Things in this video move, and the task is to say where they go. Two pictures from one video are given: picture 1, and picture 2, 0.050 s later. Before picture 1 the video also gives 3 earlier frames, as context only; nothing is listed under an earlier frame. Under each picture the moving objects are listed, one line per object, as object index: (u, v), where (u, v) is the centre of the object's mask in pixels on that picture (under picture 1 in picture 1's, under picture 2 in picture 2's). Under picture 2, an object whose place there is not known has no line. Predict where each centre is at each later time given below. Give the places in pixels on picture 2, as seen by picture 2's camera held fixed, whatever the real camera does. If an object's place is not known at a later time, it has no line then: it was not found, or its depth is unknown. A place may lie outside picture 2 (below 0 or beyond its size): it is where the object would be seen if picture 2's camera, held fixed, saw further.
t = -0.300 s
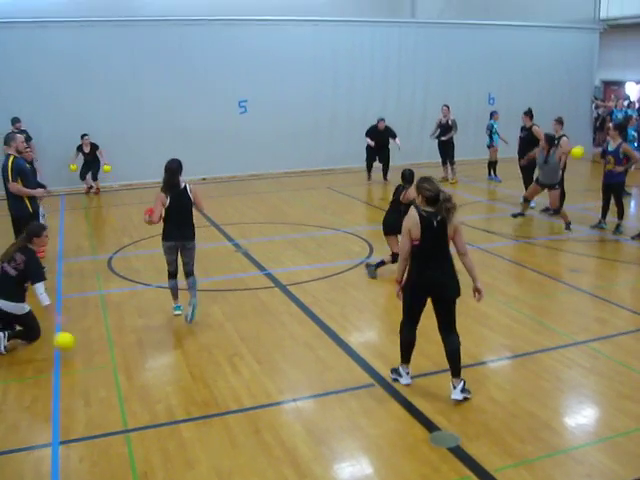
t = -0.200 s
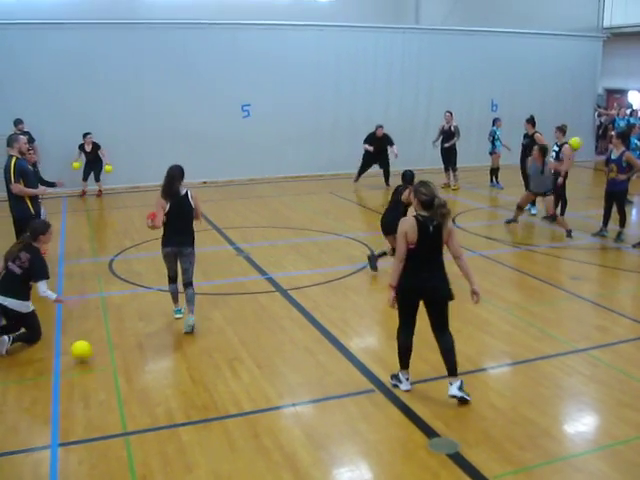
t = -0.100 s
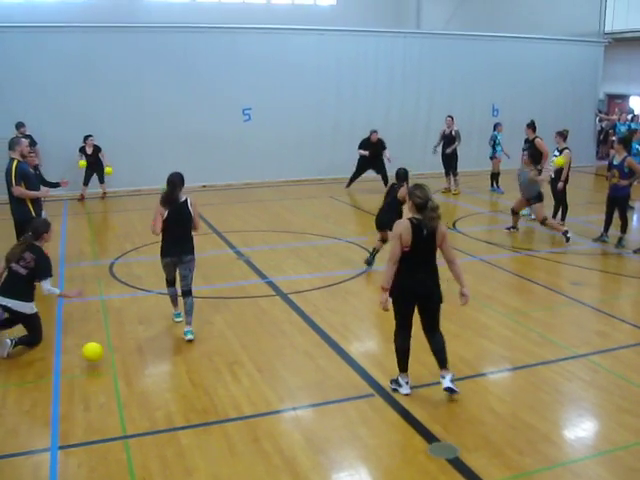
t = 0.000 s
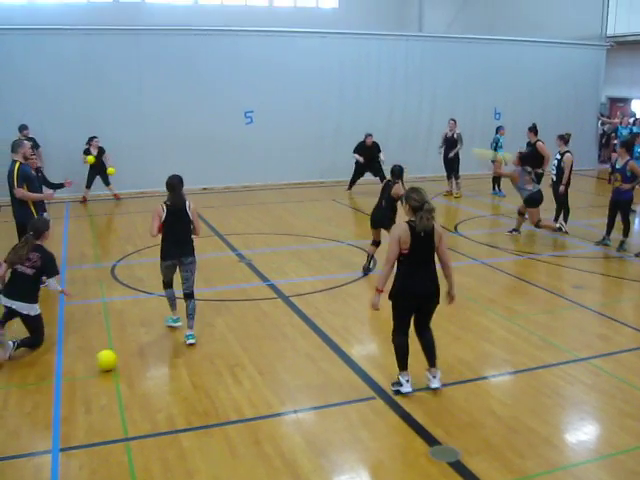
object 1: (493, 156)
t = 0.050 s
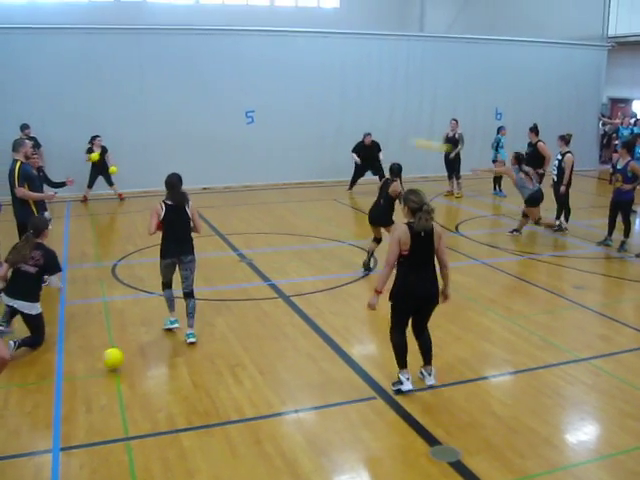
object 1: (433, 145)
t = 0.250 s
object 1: (210, 122)
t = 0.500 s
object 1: (2, 131)
